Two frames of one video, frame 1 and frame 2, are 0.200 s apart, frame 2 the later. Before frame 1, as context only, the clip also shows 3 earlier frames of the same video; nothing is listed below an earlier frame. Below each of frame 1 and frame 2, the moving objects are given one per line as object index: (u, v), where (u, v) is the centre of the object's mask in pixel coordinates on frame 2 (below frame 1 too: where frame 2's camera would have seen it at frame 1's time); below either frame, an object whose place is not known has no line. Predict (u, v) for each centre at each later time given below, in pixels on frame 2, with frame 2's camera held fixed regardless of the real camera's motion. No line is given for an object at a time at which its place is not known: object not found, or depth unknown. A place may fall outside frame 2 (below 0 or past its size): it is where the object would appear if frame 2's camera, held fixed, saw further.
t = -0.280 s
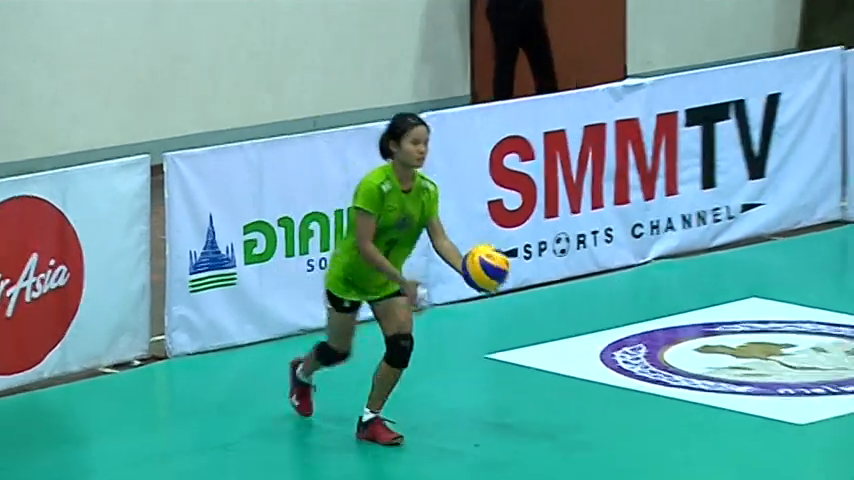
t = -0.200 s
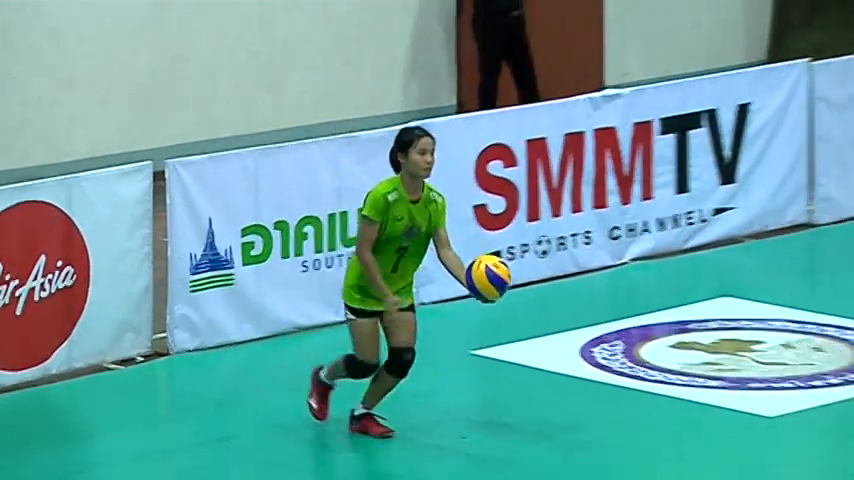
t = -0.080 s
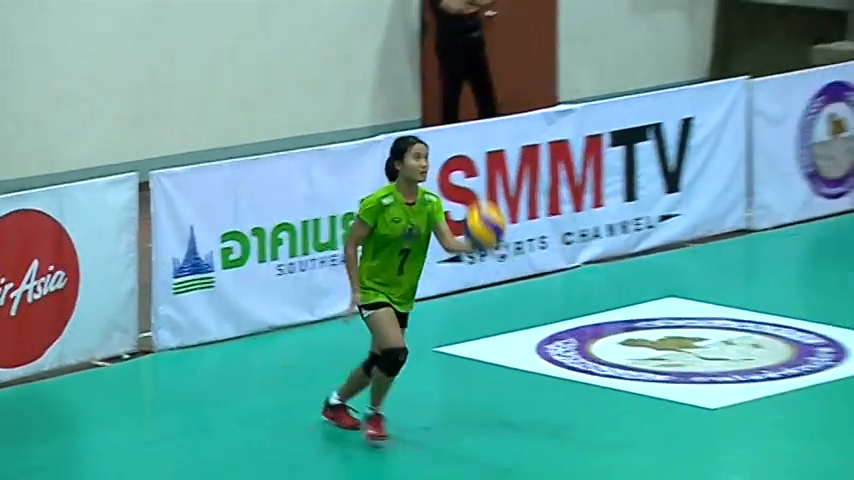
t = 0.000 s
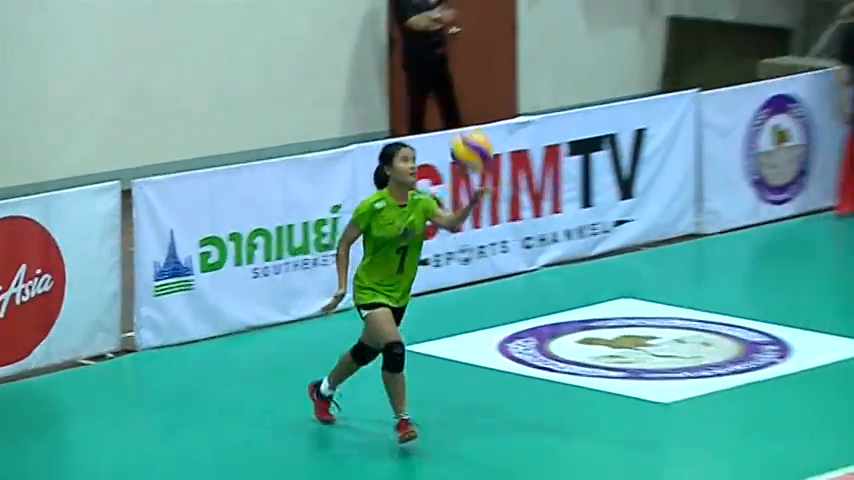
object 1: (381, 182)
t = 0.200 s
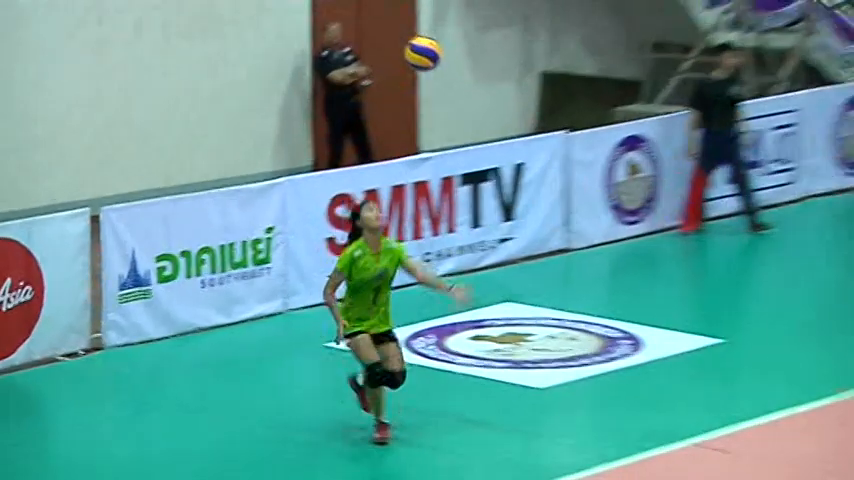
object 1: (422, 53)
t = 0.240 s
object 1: (431, 36)
